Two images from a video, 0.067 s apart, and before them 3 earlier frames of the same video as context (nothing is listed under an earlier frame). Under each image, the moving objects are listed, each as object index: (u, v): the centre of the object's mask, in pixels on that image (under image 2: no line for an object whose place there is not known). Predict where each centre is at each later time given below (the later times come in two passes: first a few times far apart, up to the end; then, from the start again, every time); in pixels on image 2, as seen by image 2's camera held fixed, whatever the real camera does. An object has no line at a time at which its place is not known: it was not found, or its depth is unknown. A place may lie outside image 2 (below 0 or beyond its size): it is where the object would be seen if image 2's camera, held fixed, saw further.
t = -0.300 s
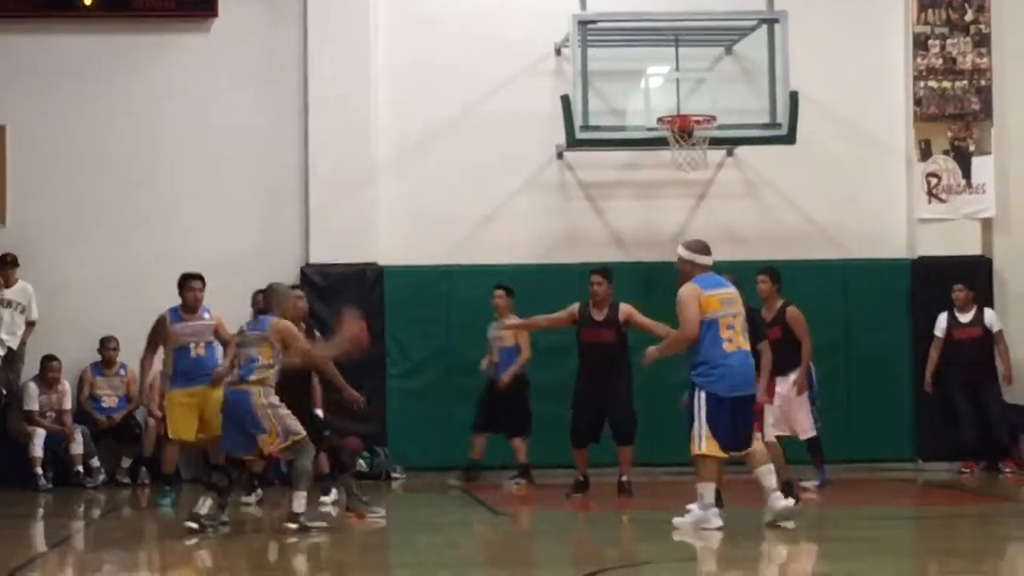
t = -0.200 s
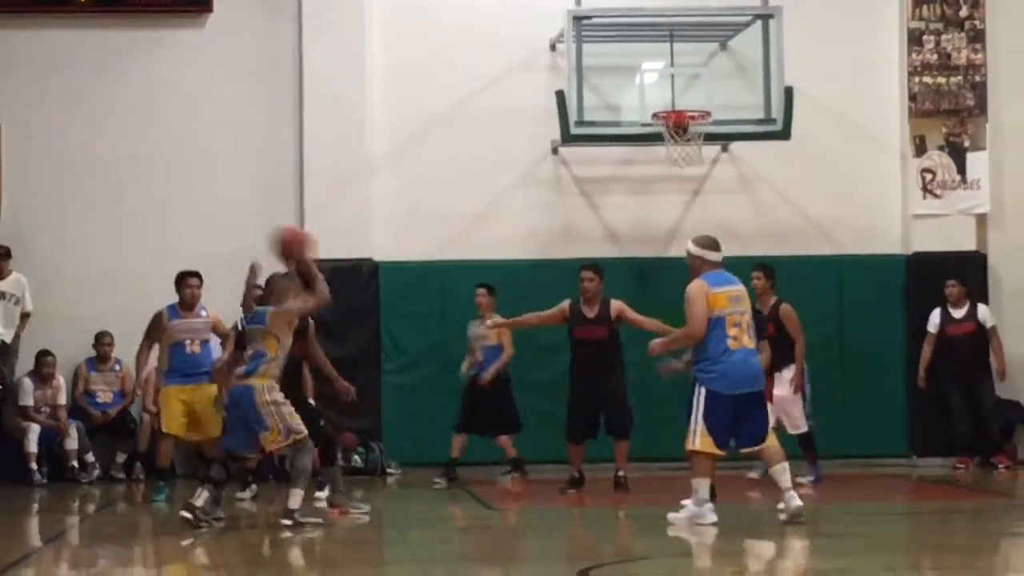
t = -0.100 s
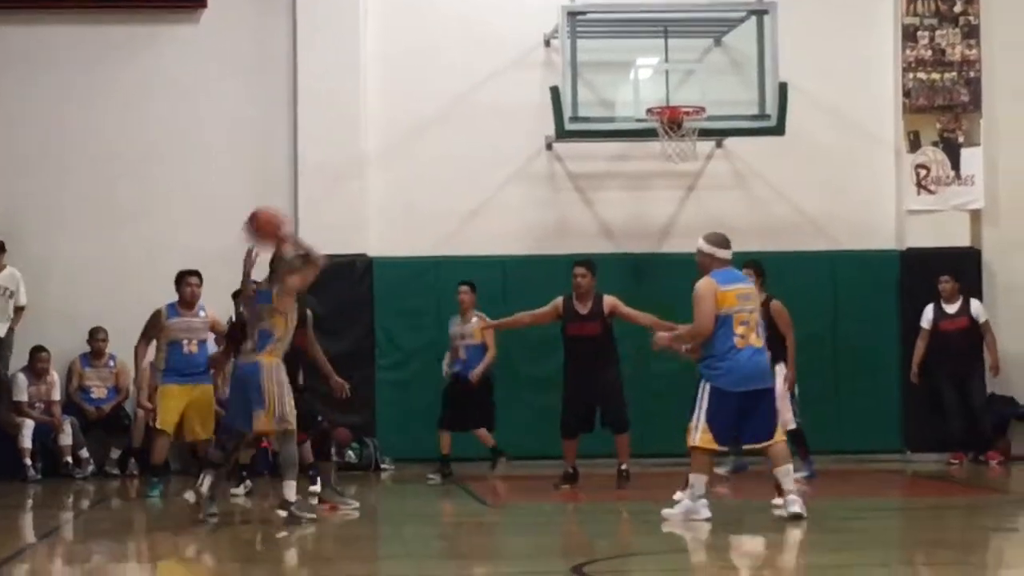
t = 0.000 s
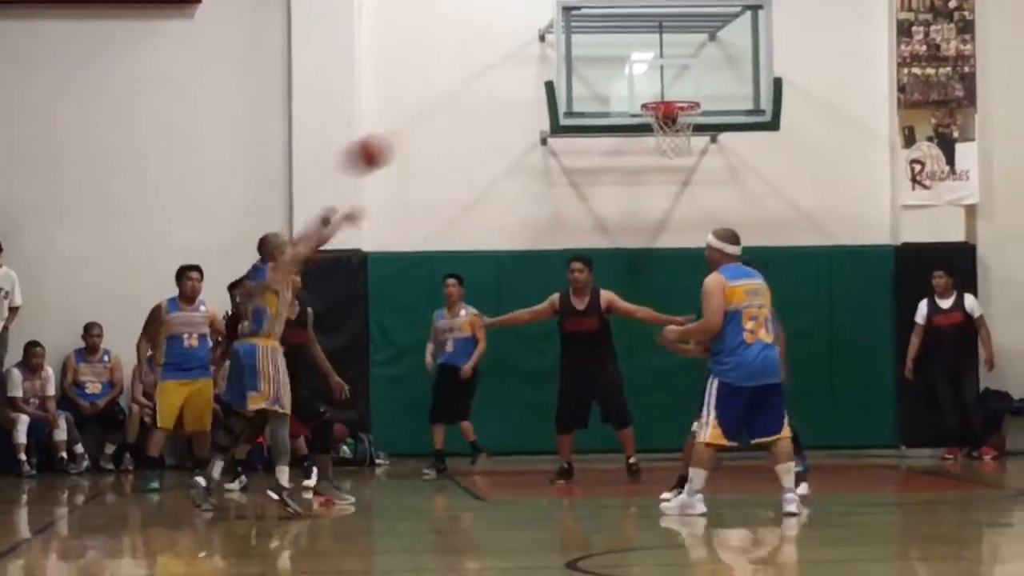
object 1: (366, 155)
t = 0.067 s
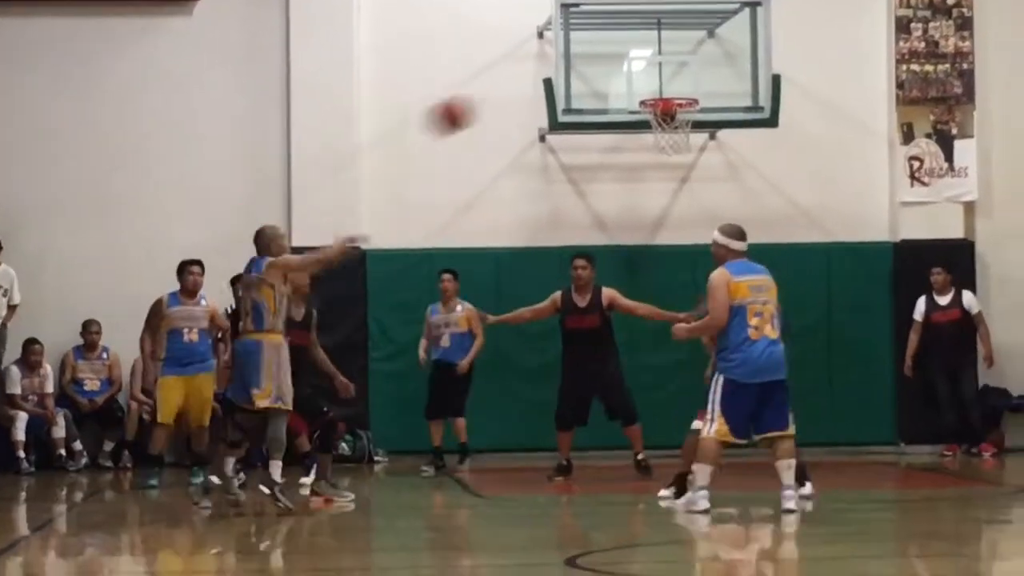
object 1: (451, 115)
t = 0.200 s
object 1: (613, 69)
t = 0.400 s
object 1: (832, 54)
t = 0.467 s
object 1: (901, 59)
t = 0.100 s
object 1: (491, 102)
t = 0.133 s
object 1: (530, 88)
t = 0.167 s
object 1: (574, 78)
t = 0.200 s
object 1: (613, 69)
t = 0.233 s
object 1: (654, 63)
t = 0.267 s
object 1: (691, 57)
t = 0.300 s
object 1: (727, 54)
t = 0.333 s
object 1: (762, 53)
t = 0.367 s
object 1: (798, 52)
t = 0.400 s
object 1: (832, 54)
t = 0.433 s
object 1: (866, 57)
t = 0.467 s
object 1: (901, 59)
